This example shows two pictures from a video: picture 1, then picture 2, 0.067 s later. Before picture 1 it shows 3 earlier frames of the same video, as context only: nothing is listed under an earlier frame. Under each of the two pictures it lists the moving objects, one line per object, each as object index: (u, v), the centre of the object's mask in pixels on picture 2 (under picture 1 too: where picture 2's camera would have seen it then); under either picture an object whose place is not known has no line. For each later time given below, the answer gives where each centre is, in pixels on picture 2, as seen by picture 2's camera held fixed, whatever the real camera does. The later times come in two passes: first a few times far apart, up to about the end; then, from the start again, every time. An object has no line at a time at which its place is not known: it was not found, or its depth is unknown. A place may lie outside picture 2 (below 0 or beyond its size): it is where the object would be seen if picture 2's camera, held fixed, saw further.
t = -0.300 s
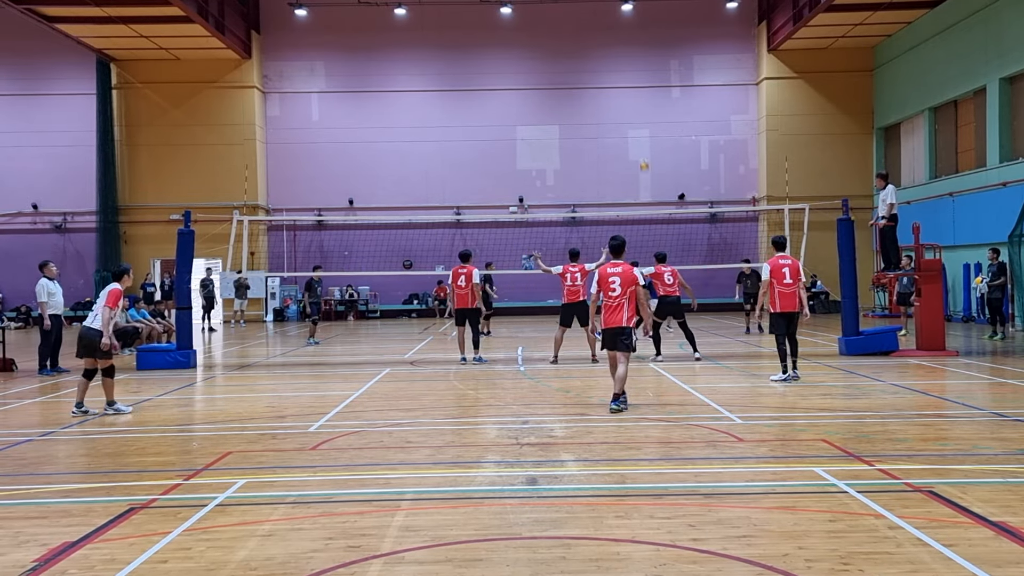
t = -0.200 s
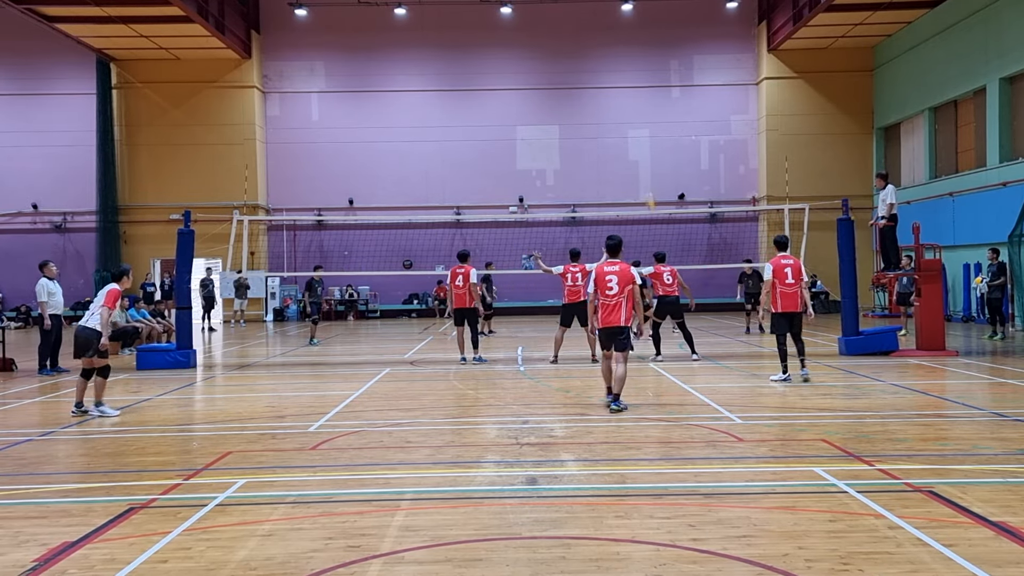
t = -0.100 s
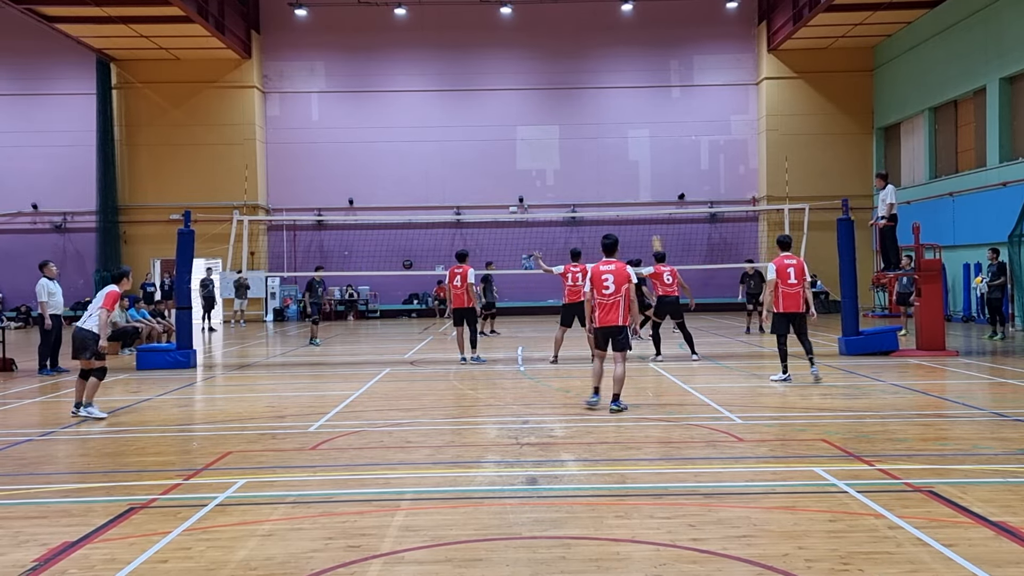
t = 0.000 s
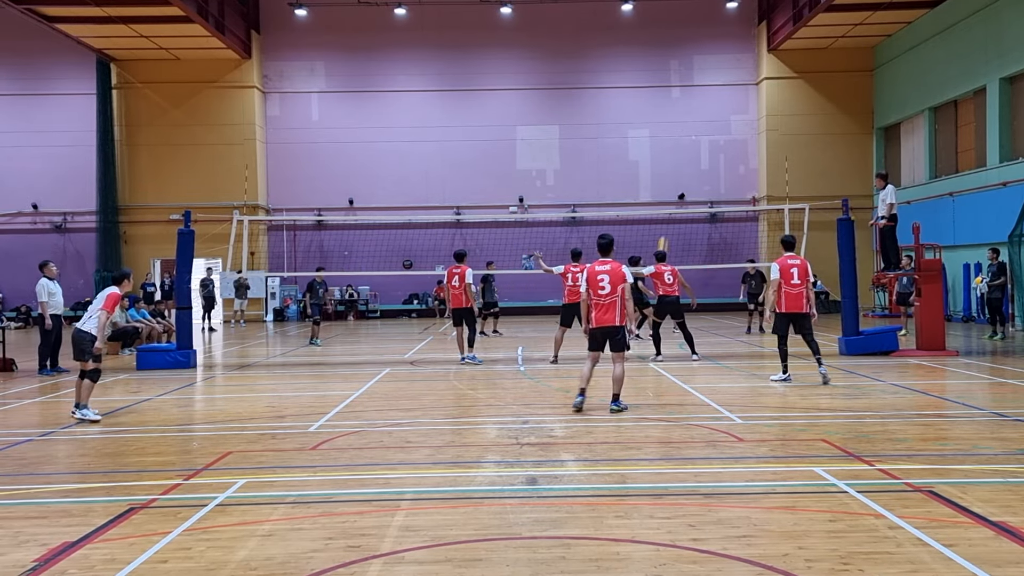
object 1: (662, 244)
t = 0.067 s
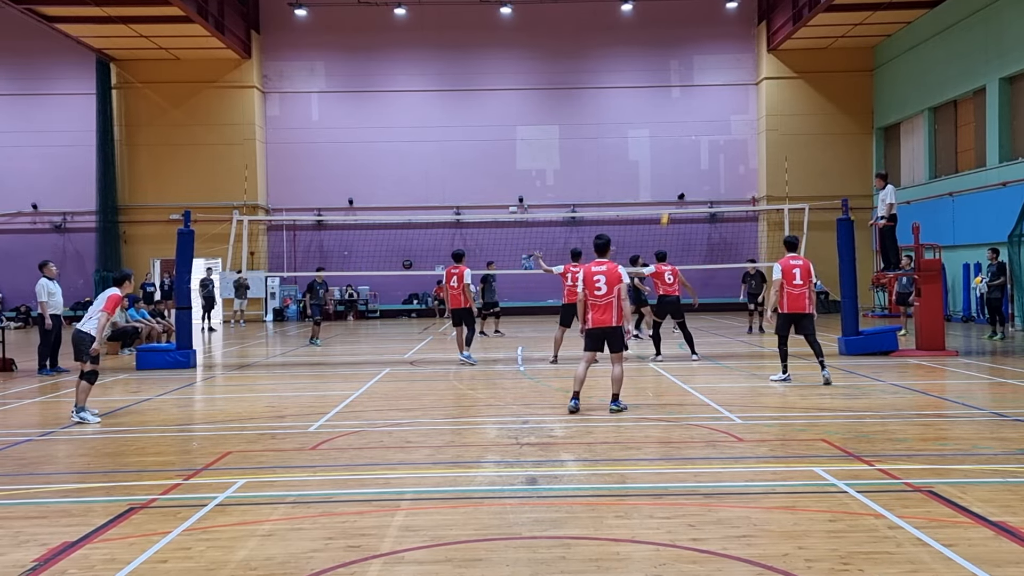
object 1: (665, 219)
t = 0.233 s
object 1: (673, 158)
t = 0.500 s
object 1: (685, 92)
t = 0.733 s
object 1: (697, 59)
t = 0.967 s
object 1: (710, 53)
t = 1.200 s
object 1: (724, 74)
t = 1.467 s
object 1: (740, 133)
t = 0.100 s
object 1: (667, 204)
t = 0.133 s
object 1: (668, 192)
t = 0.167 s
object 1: (669, 180)
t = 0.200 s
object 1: (671, 169)
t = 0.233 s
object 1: (673, 158)
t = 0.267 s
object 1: (674, 148)
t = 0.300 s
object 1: (675, 139)
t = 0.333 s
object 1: (677, 130)
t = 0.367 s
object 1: (678, 120)
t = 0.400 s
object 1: (680, 112)
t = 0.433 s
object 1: (682, 104)
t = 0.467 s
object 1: (683, 98)
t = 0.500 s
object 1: (685, 92)
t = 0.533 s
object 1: (686, 85)
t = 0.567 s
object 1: (688, 79)
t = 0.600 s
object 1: (689, 74)
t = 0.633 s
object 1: (691, 69)
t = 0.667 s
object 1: (694, 66)
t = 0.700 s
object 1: (696, 62)
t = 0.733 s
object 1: (697, 59)
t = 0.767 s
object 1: (699, 57)
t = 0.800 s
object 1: (701, 55)
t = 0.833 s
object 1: (703, 53)
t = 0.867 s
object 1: (705, 53)
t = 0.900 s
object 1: (706, 52)
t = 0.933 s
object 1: (708, 53)
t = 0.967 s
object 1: (710, 53)
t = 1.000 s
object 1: (712, 54)
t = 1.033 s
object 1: (714, 56)
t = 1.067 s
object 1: (716, 59)
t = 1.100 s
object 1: (719, 61)
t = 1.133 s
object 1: (720, 65)
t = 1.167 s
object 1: (722, 69)
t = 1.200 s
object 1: (724, 74)
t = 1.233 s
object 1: (726, 79)
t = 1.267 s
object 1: (728, 85)
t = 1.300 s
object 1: (730, 92)
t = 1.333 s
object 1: (732, 99)
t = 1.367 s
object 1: (734, 106)
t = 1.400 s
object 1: (736, 114)
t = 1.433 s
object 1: (738, 123)
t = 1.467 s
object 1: (740, 133)
